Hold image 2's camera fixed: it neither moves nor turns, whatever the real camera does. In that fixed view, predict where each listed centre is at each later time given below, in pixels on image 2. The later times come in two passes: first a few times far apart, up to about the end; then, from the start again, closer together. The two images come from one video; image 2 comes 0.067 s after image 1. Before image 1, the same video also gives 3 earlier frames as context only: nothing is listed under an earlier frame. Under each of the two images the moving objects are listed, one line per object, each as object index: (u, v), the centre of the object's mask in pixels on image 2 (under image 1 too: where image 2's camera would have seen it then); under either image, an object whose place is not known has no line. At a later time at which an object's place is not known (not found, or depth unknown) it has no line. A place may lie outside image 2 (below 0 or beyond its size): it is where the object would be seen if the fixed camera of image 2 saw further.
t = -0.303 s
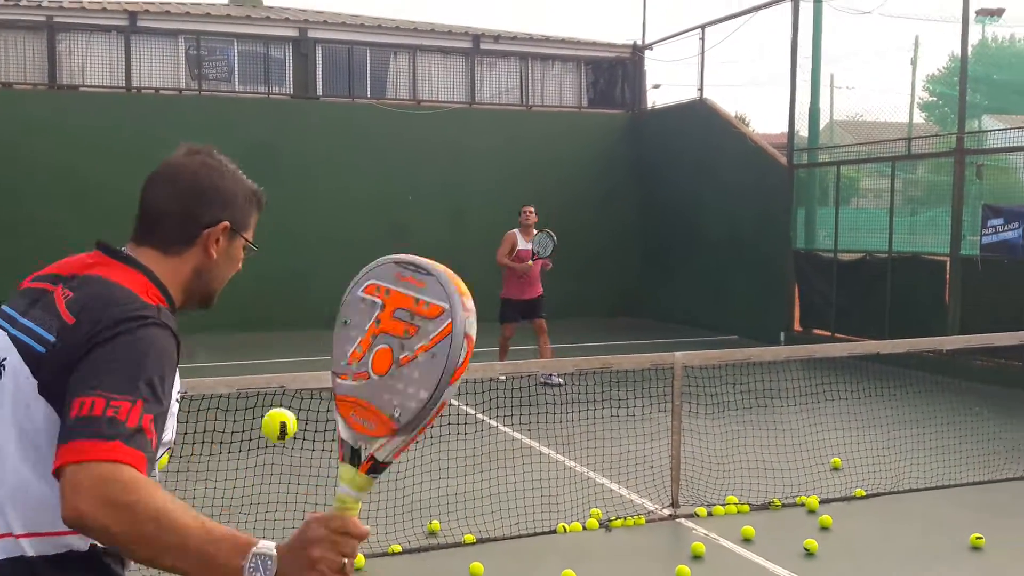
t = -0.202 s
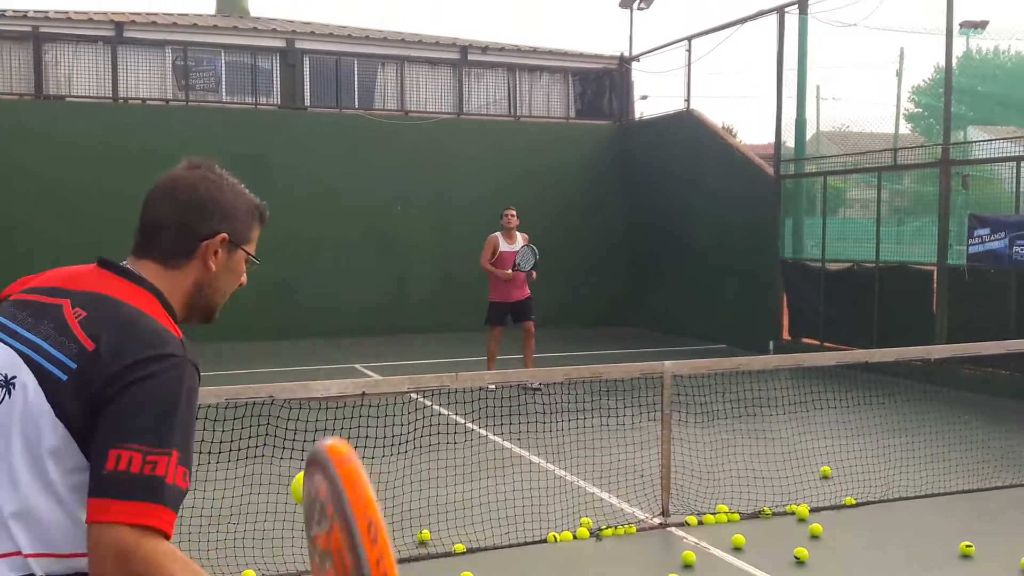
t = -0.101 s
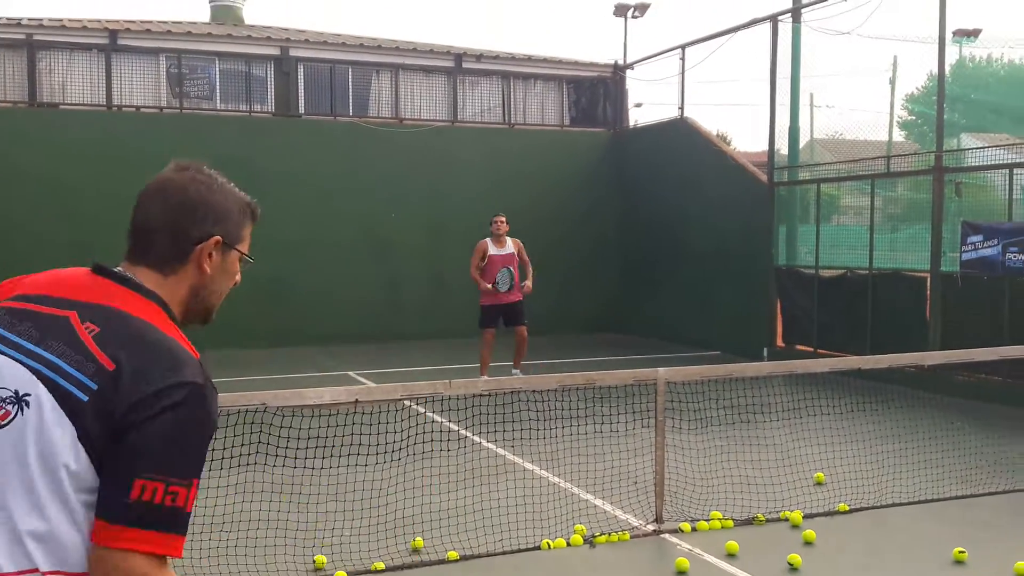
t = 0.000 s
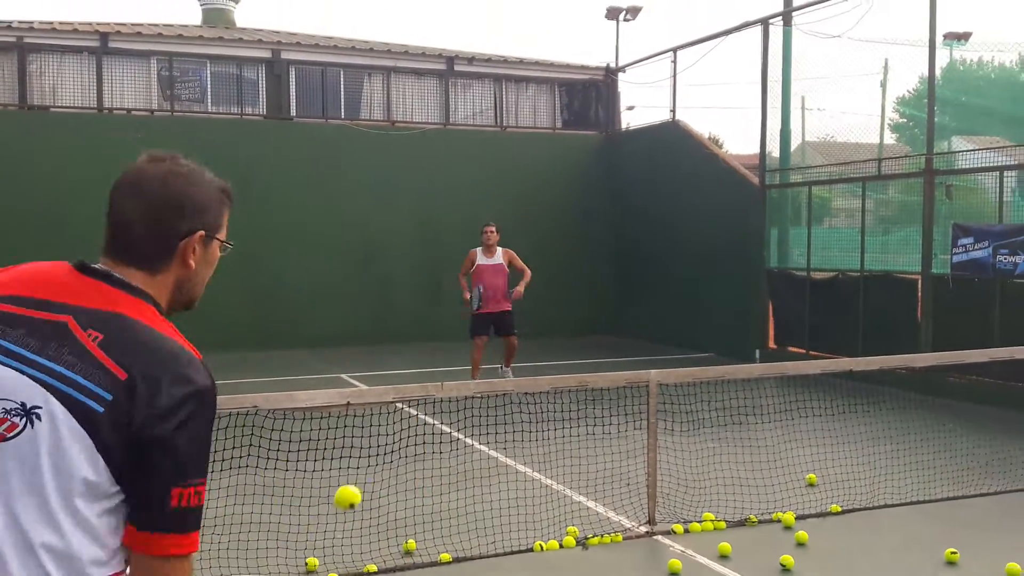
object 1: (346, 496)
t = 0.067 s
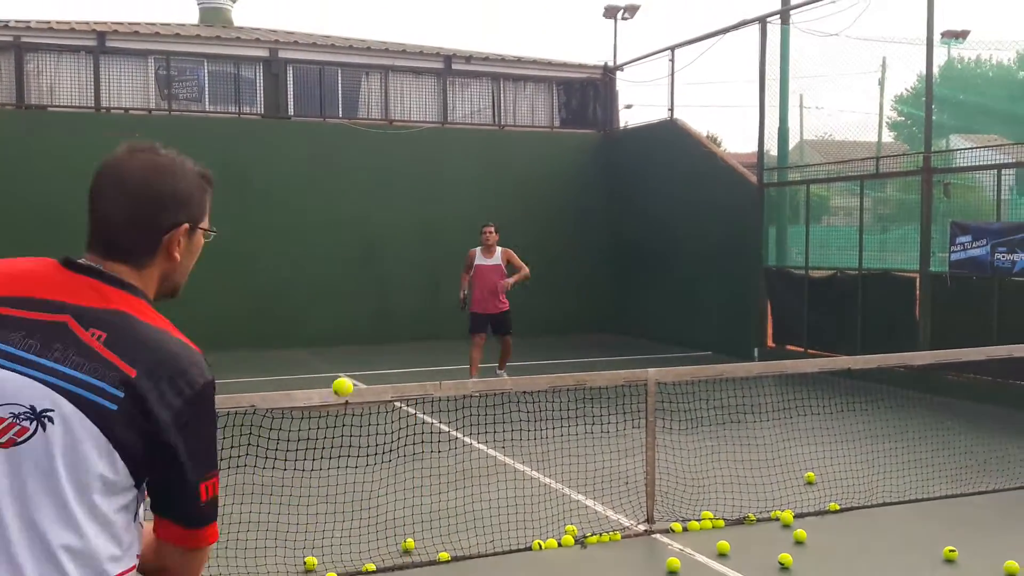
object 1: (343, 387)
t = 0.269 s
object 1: (341, 279)
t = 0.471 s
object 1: (346, 281)
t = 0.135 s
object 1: (341, 328)
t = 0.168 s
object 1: (340, 309)
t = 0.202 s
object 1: (340, 296)
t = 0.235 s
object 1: (341, 286)
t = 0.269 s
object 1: (341, 279)
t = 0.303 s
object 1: (341, 275)
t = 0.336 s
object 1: (342, 273)
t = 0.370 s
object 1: (343, 273)
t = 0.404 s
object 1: (344, 274)
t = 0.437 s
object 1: (345, 276)
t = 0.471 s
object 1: (346, 281)
